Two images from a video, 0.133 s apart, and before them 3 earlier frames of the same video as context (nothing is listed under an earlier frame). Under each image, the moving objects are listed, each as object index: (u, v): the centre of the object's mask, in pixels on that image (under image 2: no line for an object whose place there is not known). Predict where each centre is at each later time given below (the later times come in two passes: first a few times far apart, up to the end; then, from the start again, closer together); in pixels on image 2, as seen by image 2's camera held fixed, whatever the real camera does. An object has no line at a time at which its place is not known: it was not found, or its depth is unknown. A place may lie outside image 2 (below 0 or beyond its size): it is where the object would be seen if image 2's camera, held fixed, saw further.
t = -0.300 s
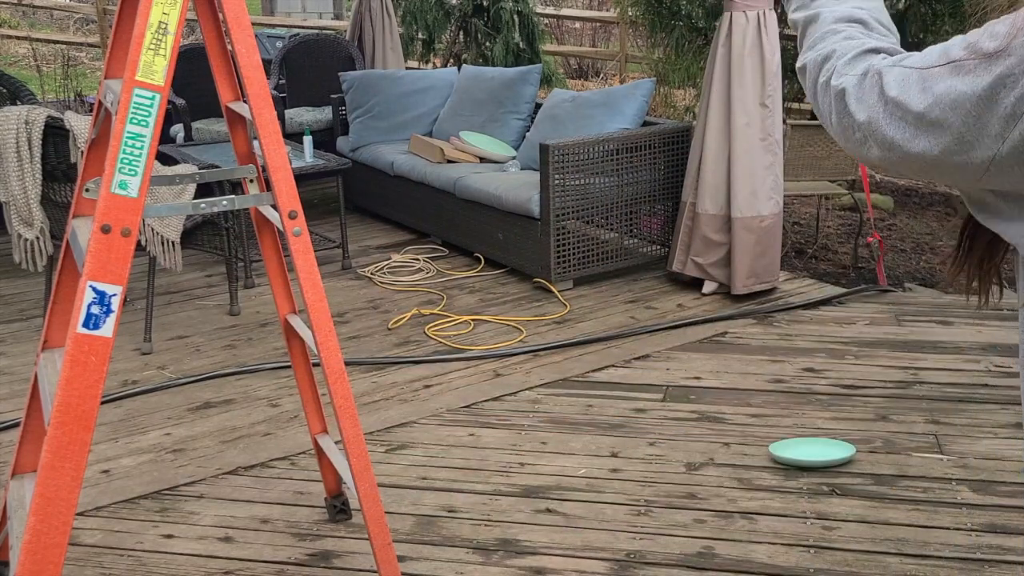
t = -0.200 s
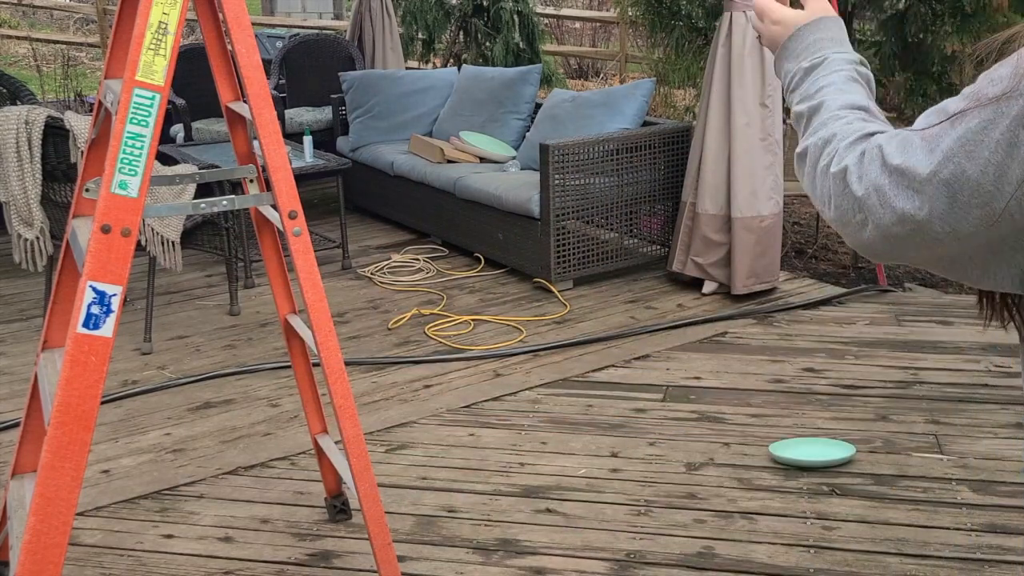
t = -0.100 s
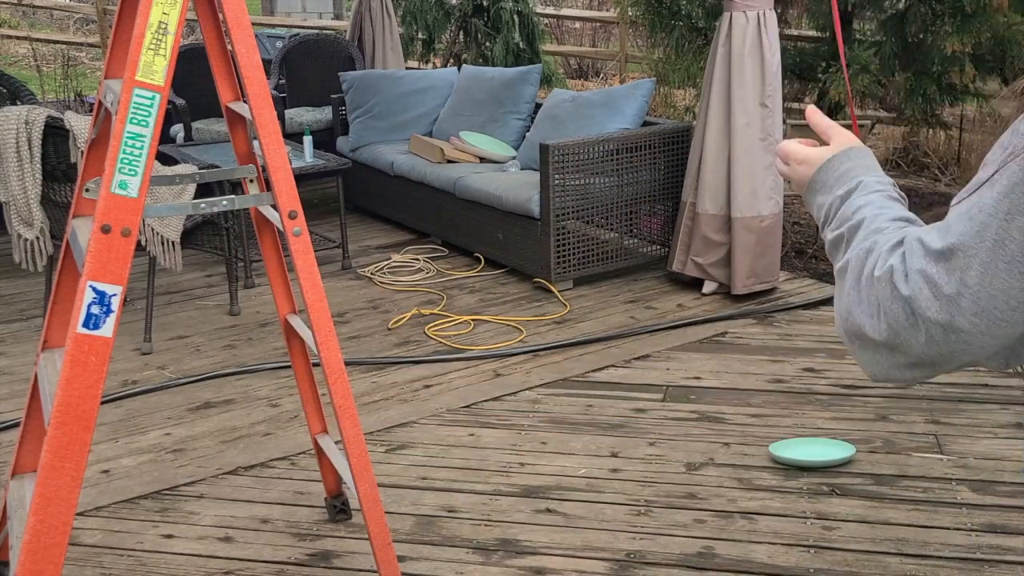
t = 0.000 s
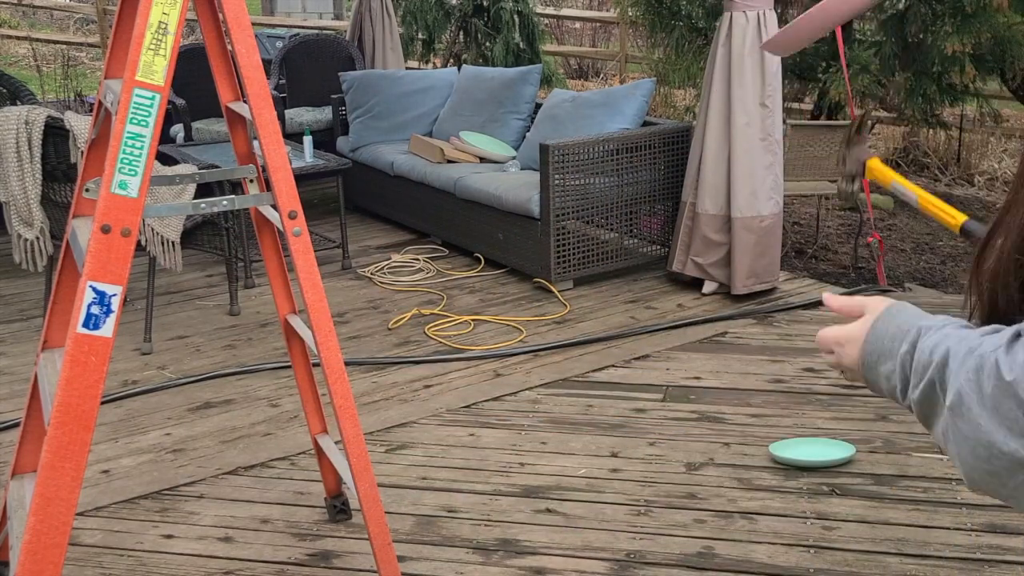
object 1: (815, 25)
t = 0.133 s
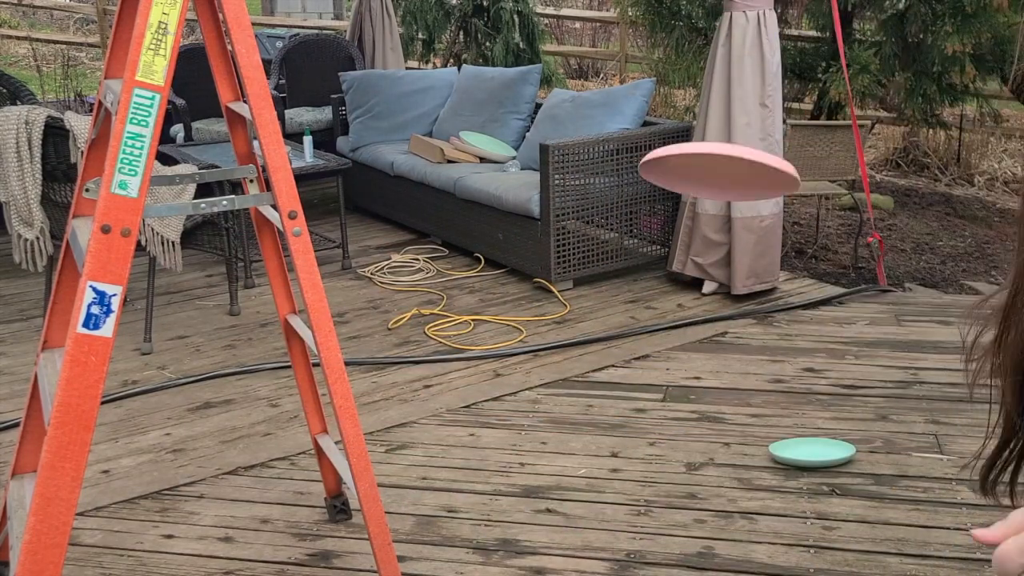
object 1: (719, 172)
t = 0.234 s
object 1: (649, 273)
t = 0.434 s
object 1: (586, 400)
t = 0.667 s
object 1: (525, 314)
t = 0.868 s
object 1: (481, 340)
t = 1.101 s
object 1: (404, 317)
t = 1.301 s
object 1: (356, 329)
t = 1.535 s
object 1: (371, 306)
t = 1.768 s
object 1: (387, 316)
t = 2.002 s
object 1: (387, 318)
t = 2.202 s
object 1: (387, 318)
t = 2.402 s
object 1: (387, 318)
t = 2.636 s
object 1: (387, 319)
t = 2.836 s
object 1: (387, 318)
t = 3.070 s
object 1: (387, 319)
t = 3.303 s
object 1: (387, 318)
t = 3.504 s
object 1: (387, 318)
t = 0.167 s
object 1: (693, 210)
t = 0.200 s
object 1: (668, 247)
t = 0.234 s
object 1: (649, 273)
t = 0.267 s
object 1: (637, 300)
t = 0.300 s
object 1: (627, 335)
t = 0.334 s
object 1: (616, 370)
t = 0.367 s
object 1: (610, 406)
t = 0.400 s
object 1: (599, 438)
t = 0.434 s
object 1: (586, 400)
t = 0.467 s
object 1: (573, 374)
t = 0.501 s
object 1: (565, 361)
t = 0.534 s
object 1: (557, 344)
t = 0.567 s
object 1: (549, 323)
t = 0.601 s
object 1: (540, 313)
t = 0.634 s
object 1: (534, 316)
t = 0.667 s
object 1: (525, 314)
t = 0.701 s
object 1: (517, 312)
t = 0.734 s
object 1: (507, 315)
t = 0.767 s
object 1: (498, 324)
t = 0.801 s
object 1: (496, 340)
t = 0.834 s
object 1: (490, 346)
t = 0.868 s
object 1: (481, 340)
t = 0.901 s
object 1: (470, 334)
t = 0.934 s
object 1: (455, 331)
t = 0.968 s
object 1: (442, 328)
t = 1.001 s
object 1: (432, 327)
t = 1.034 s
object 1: (422, 328)
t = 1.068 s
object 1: (413, 323)
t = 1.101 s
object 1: (404, 317)
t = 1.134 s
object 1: (395, 313)
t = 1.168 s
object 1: (387, 311)
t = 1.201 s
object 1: (379, 312)
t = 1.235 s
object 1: (370, 315)
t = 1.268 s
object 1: (362, 321)
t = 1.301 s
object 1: (356, 329)
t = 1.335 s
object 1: (356, 328)
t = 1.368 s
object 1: (357, 319)
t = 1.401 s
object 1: (359, 313)
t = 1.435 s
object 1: (363, 309)
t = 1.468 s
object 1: (365, 307)
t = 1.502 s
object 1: (368, 306)
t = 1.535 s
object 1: (371, 306)
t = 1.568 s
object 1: (374, 306)
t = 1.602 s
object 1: (377, 308)
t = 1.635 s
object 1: (379, 310)
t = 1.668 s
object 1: (383, 314)
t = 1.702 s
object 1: (386, 317)
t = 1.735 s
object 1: (386, 317)
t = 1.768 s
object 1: (387, 316)
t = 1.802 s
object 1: (387, 316)
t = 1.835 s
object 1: (387, 316)
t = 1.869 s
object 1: (388, 317)
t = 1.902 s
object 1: (388, 317)
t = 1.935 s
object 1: (388, 318)
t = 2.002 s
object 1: (387, 318)
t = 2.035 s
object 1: (387, 318)
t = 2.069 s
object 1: (387, 318)
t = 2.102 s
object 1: (387, 318)
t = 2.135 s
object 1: (387, 318)
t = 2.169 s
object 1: (387, 318)
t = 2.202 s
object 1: (387, 318)
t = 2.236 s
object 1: (387, 318)
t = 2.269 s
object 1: (387, 318)
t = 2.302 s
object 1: (387, 318)
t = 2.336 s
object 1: (387, 318)
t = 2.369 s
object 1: (387, 318)
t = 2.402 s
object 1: (387, 318)
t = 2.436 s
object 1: (387, 318)
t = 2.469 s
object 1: (387, 318)
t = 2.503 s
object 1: (387, 319)
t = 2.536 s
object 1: (387, 319)
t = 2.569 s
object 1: (387, 319)
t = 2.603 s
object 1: (387, 319)
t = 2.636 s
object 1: (387, 319)
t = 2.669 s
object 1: (387, 319)
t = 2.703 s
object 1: (387, 318)
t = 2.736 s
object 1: (387, 318)
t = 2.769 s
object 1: (387, 318)
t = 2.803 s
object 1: (387, 318)
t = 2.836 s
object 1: (387, 318)
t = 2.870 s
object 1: (387, 319)
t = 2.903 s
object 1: (387, 319)
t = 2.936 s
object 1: (387, 318)
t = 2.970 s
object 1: (387, 319)
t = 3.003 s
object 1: (387, 319)
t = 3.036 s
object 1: (387, 319)
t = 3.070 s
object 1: (387, 319)
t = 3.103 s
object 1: (387, 319)
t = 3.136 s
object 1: (387, 319)
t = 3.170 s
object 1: (387, 318)
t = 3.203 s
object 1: (387, 318)
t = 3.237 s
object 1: (387, 318)
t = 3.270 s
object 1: (387, 318)
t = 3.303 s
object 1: (387, 318)
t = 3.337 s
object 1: (387, 318)
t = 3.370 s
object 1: (387, 318)
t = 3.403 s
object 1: (387, 318)
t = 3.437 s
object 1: (387, 318)
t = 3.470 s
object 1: (387, 318)
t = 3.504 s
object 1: (387, 318)
